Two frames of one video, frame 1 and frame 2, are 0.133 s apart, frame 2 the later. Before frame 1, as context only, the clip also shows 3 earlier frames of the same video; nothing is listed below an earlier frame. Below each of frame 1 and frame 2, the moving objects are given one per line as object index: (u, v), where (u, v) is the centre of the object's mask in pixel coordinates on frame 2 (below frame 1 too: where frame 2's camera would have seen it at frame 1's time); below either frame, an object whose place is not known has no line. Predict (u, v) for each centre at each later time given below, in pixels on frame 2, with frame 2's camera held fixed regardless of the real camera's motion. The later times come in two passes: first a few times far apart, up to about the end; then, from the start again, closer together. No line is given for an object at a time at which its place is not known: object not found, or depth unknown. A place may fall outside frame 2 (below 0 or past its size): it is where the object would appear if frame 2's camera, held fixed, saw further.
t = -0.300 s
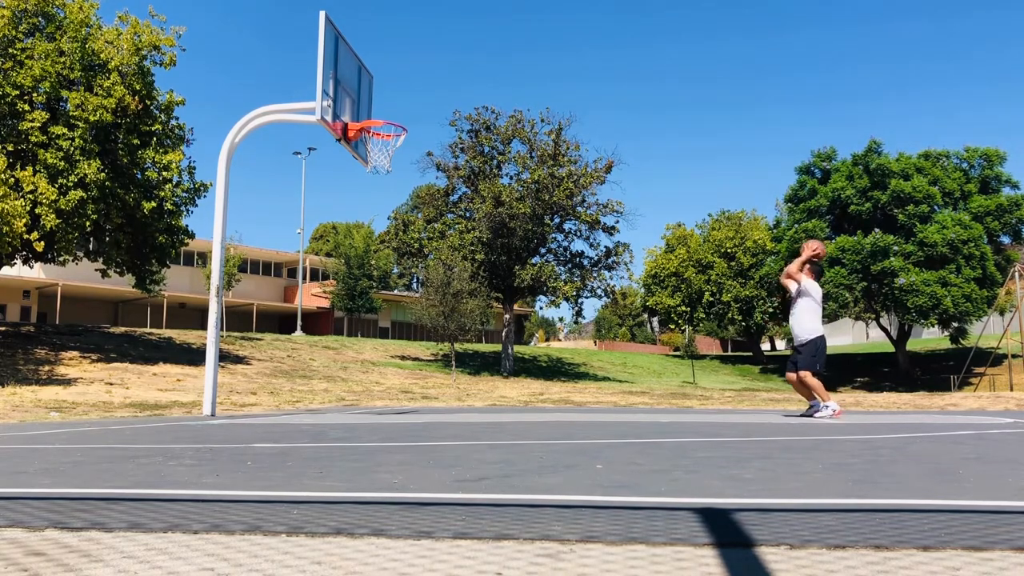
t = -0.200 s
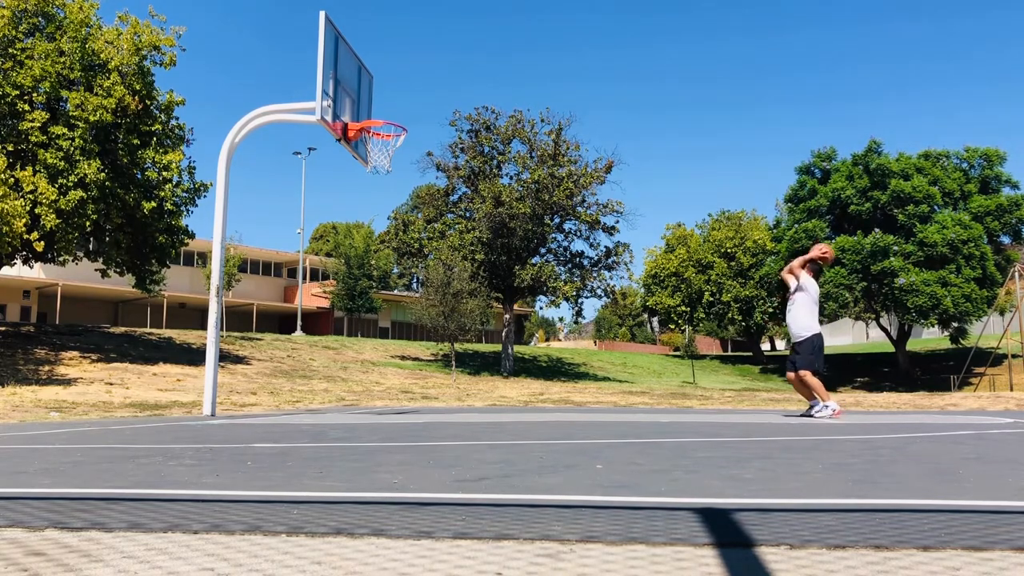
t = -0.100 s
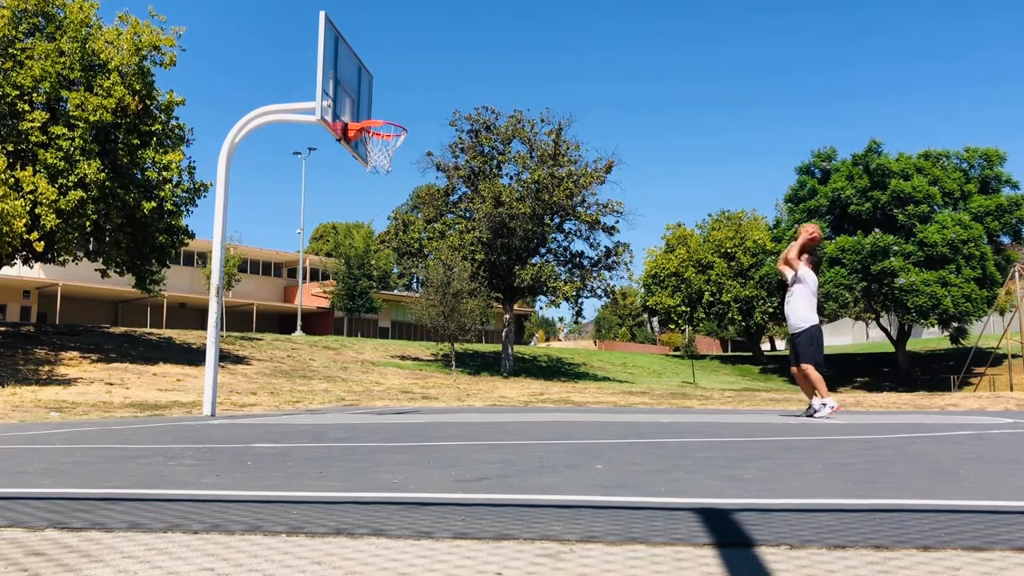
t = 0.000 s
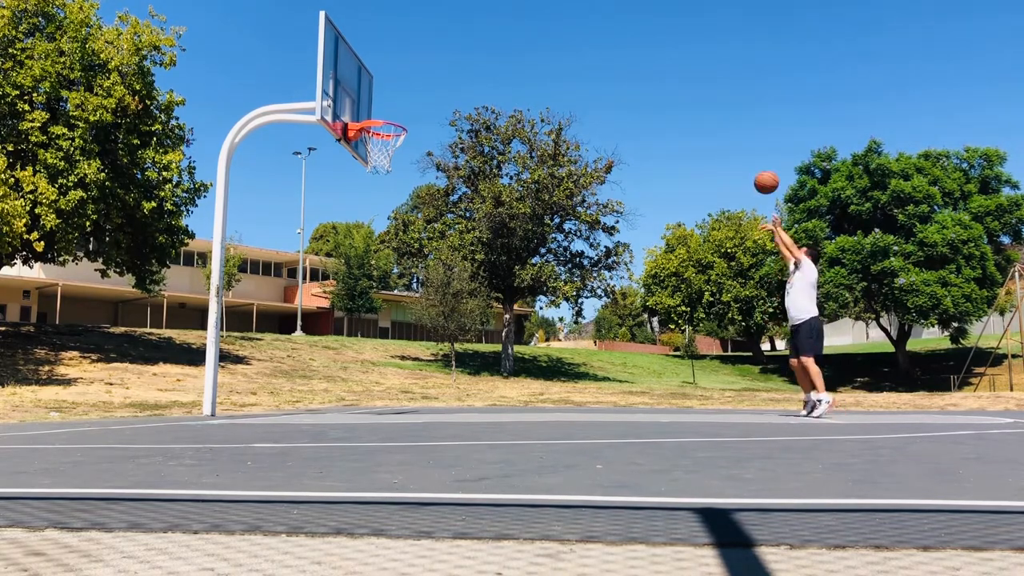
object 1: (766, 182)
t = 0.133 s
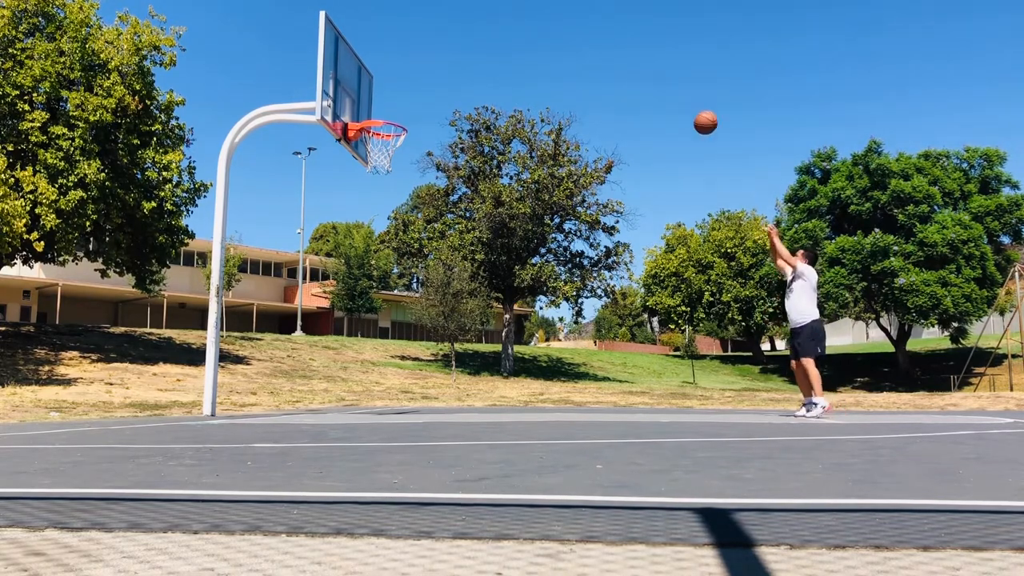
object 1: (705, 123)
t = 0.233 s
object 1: (661, 90)
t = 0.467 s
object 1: (564, 51)
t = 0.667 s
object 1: (483, 57)
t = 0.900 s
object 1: (392, 110)
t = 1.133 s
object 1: (403, 151)
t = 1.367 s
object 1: (414, 164)
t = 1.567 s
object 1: (424, 217)
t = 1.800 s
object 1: (433, 324)
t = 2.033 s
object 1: (437, 360)
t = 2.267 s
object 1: (433, 291)
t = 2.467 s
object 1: (430, 275)
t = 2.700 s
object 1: (425, 303)
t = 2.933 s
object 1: (419, 383)
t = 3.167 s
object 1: (415, 354)
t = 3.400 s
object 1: (412, 331)
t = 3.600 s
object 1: (408, 354)
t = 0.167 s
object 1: (691, 110)
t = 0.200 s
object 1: (676, 99)
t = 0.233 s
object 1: (661, 90)
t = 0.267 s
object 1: (647, 81)
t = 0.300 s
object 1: (633, 73)
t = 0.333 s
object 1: (619, 67)
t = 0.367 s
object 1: (605, 61)
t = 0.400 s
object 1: (591, 57)
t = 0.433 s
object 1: (577, 53)
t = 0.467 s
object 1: (564, 51)
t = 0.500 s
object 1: (550, 50)
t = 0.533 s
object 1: (537, 49)
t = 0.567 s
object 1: (523, 50)
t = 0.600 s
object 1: (510, 51)
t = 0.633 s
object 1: (497, 54)
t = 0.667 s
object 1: (483, 57)
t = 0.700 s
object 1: (470, 62)
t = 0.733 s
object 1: (457, 67)
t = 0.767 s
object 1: (444, 74)
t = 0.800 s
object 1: (431, 81)
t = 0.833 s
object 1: (418, 90)
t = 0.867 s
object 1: (405, 99)
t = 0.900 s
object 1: (392, 110)
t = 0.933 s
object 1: (380, 115)
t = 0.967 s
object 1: (374, 133)
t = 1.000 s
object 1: (382, 138)
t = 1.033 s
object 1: (389, 146)
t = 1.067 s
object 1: (395, 150)
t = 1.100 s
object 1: (400, 150)
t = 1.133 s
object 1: (403, 151)
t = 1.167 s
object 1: (404, 150)
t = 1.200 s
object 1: (406, 150)
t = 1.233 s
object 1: (408, 150)
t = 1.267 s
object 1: (410, 152)
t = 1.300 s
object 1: (411, 155)
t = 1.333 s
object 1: (413, 159)
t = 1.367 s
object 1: (414, 164)
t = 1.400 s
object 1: (416, 171)
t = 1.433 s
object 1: (417, 177)
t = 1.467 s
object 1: (418, 186)
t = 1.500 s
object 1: (420, 195)
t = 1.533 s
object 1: (421, 205)
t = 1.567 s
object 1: (424, 217)
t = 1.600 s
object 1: (424, 228)
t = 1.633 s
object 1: (427, 243)
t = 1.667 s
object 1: (428, 257)
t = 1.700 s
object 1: (429, 271)
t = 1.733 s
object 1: (431, 288)
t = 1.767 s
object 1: (432, 306)
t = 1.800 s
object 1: (433, 324)
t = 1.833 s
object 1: (435, 345)
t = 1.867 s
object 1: (436, 367)
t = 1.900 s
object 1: (437, 389)
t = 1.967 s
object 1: (437, 388)
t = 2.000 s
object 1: (437, 373)
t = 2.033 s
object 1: (437, 360)
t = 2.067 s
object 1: (436, 346)
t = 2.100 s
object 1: (436, 334)
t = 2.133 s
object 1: (436, 323)
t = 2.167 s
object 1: (435, 313)
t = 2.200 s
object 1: (434, 304)
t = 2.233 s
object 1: (433, 297)
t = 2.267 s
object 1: (433, 291)
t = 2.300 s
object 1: (432, 285)
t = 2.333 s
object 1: (432, 282)
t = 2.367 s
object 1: (431, 278)
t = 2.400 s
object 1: (431, 276)
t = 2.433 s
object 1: (430, 275)
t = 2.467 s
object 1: (430, 275)
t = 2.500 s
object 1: (429, 276)
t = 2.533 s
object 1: (429, 277)
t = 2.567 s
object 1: (428, 280)
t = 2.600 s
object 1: (427, 284)
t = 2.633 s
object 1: (427, 289)
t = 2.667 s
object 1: (425, 295)
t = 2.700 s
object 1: (425, 303)
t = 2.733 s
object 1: (424, 310)
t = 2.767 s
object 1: (423, 319)
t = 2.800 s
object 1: (423, 330)
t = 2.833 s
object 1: (422, 342)
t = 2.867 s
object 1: (421, 355)
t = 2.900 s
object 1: (420, 369)
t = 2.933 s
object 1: (419, 383)
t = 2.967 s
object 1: (418, 400)
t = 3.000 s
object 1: (417, 402)
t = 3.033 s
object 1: (417, 390)
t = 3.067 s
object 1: (416, 379)
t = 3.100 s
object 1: (416, 369)
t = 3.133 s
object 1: (416, 361)
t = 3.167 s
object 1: (415, 354)
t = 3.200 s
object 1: (415, 347)
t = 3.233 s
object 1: (414, 341)
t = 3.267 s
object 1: (414, 337)
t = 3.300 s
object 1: (413, 334)
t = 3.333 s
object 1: (413, 332)
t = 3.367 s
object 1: (412, 331)
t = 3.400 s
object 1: (412, 331)
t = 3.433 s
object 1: (411, 332)
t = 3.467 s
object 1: (411, 334)
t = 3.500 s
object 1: (410, 337)
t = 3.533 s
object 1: (409, 341)
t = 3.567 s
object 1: (409, 347)
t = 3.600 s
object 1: (408, 354)
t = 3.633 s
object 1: (407, 361)
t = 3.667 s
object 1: (406, 370)
